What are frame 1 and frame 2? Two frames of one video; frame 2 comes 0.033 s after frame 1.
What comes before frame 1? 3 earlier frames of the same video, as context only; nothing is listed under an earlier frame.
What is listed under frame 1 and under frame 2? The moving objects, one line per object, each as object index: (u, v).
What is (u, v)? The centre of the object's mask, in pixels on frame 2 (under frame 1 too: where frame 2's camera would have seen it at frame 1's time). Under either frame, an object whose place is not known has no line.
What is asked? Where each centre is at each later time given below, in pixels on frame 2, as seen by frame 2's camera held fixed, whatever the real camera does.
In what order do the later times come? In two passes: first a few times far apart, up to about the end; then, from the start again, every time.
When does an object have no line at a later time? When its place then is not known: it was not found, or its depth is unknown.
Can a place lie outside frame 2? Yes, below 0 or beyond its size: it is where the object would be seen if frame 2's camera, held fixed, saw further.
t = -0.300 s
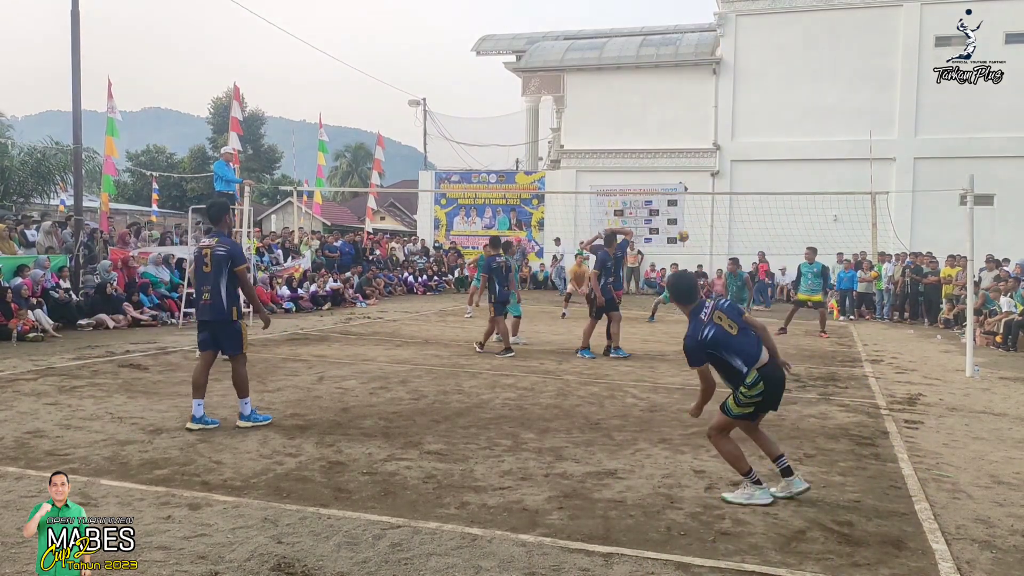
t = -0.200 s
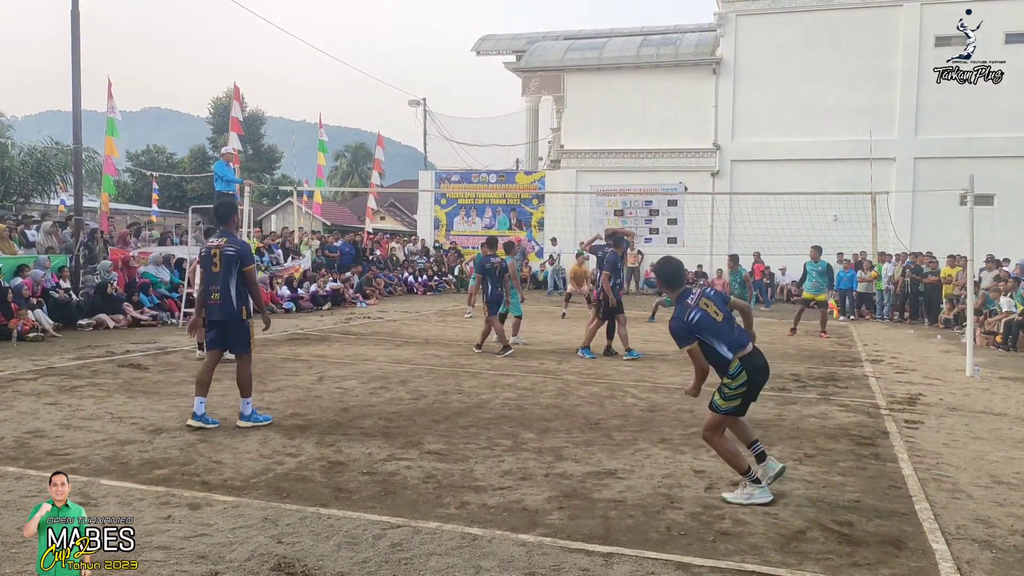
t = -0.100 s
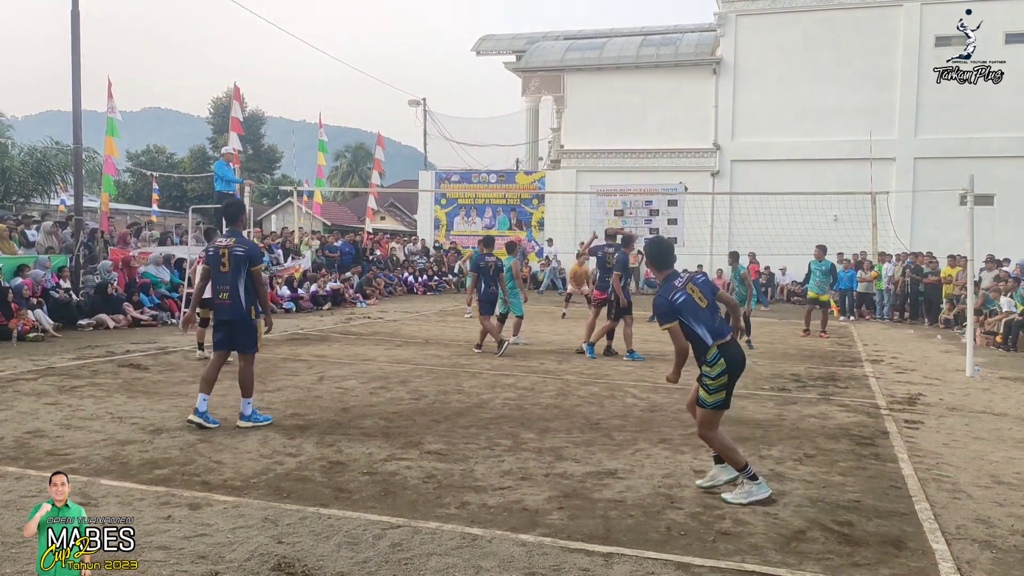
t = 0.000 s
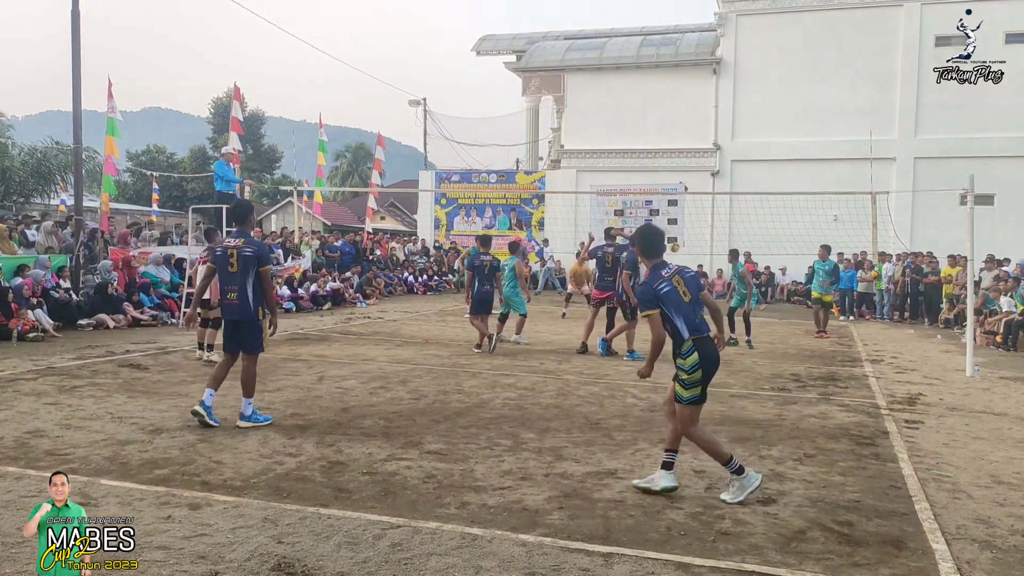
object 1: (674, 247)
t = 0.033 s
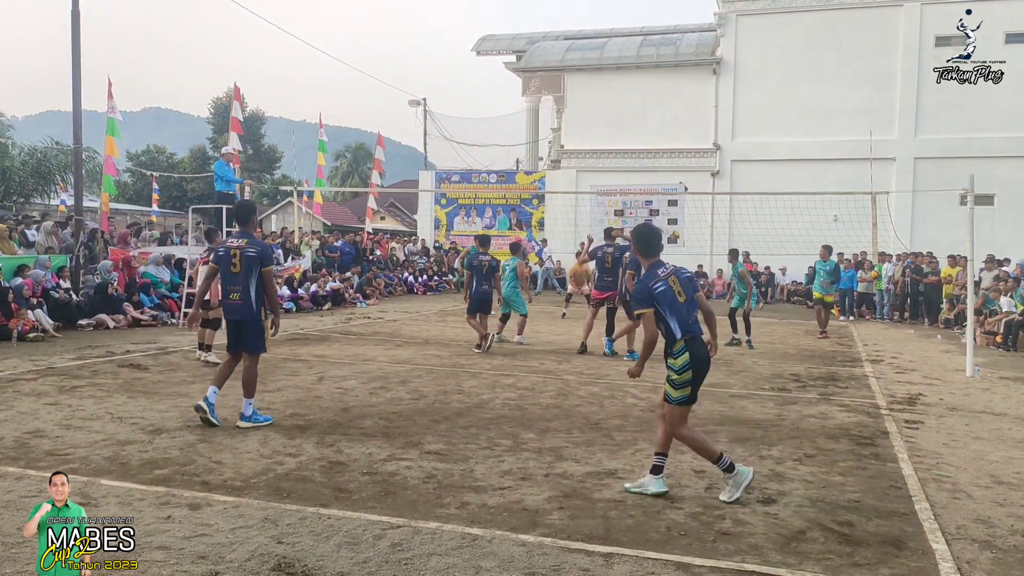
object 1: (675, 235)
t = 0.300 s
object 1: (679, 157)
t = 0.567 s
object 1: (683, 112)
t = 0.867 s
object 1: (686, 101)
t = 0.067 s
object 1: (675, 224)
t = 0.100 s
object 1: (676, 213)
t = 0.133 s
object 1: (677, 203)
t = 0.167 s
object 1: (677, 193)
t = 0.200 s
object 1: (677, 183)
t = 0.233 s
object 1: (678, 175)
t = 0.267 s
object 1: (678, 166)
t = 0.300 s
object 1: (679, 157)
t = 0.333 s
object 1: (679, 150)
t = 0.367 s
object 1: (680, 143)
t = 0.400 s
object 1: (680, 136)
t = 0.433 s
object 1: (680, 129)
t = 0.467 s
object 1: (681, 125)
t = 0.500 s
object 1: (682, 120)
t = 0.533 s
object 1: (682, 116)
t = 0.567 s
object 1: (683, 112)
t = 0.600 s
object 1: (683, 109)
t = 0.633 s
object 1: (683, 106)
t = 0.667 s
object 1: (684, 104)
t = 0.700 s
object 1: (684, 102)
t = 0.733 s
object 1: (684, 101)
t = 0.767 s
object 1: (685, 100)
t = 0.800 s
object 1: (685, 100)
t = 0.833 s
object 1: (685, 100)
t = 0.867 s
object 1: (686, 101)
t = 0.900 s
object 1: (686, 103)
